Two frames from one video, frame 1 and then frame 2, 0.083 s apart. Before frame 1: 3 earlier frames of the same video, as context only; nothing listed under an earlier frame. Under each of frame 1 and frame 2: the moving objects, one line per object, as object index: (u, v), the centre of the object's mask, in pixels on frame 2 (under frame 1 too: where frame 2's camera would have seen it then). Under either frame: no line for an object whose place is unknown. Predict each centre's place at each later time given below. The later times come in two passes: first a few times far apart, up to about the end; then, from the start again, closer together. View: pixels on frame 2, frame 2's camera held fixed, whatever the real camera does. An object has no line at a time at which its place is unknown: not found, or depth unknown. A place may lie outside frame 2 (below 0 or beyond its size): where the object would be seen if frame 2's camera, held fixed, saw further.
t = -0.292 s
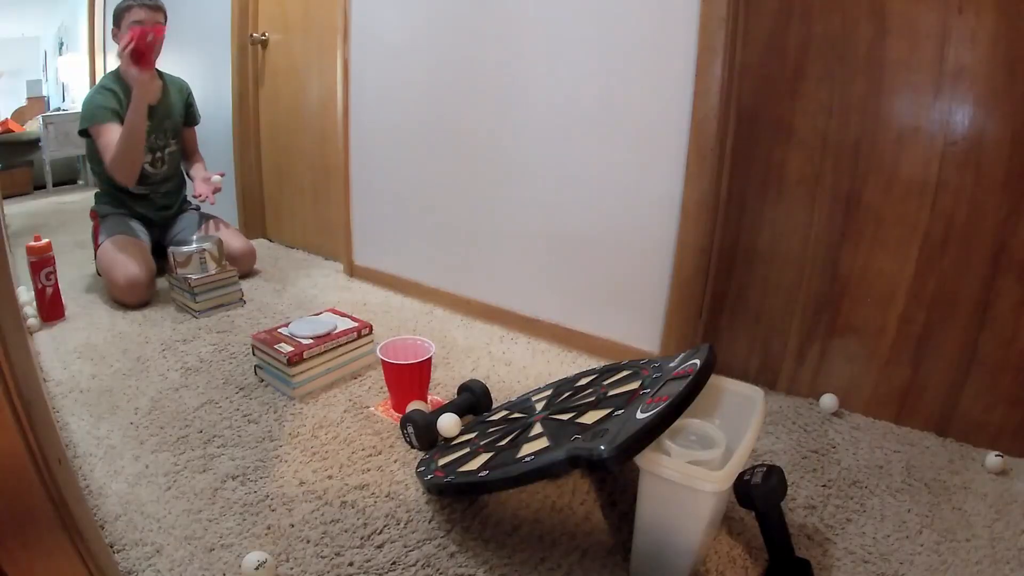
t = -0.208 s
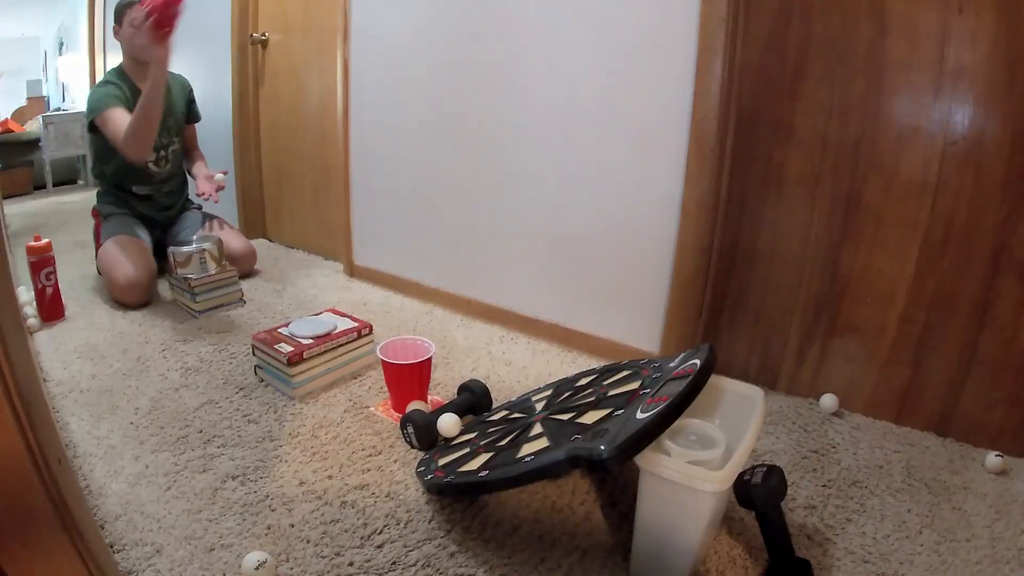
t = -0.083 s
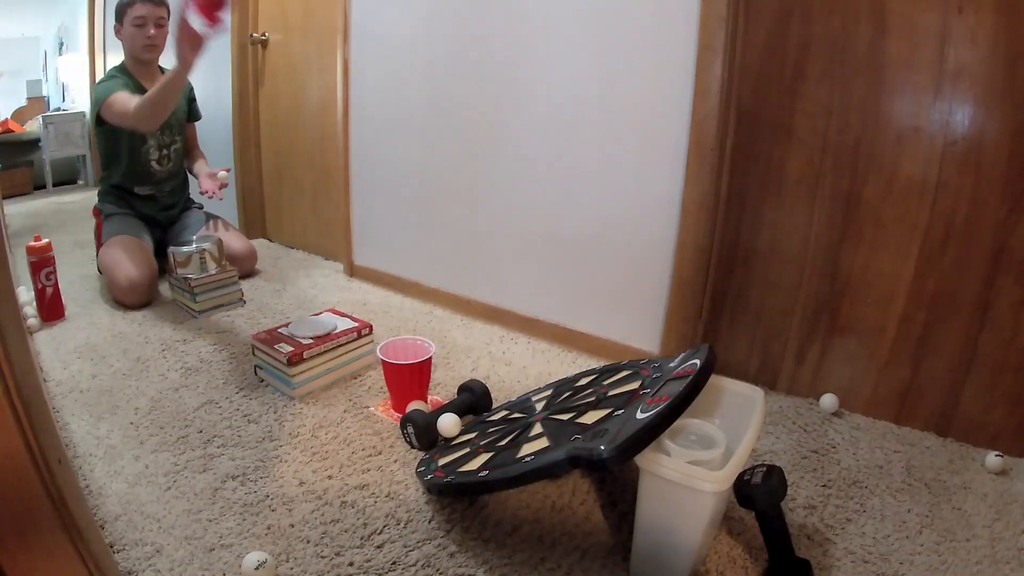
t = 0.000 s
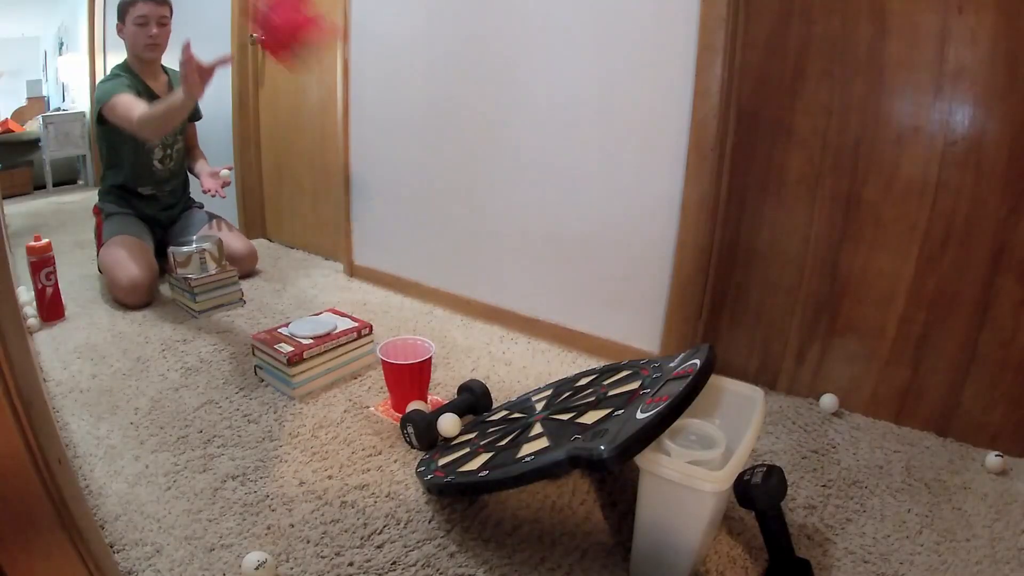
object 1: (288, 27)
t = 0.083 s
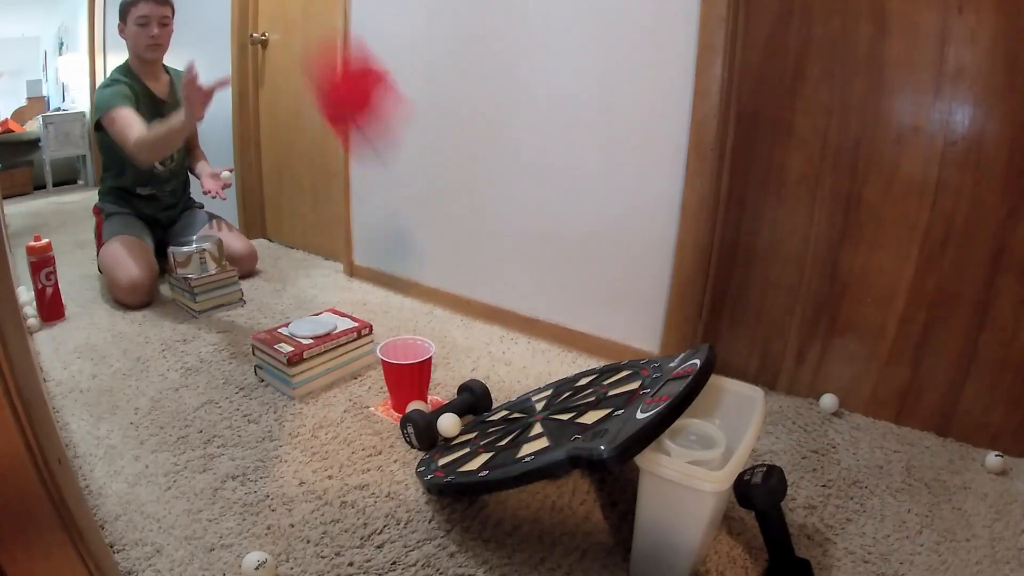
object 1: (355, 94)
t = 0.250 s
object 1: (534, 359)
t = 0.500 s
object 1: (497, 370)
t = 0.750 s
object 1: (494, 370)
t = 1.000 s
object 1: (495, 370)
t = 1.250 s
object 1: (495, 369)
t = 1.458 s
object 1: (496, 369)
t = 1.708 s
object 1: (496, 370)
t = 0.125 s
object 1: (447, 228)
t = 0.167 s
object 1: (493, 311)
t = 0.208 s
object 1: (530, 363)
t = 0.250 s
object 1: (534, 359)
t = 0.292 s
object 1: (524, 359)
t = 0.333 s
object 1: (511, 362)
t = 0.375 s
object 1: (502, 367)
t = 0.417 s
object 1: (495, 373)
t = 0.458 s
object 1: (492, 373)
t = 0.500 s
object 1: (497, 370)
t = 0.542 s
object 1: (500, 367)
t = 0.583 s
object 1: (502, 365)
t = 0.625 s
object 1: (499, 368)
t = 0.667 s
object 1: (495, 369)
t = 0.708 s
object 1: (494, 370)
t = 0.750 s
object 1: (494, 370)
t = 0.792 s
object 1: (497, 369)
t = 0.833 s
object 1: (498, 368)
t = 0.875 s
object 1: (498, 368)
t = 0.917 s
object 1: (497, 369)
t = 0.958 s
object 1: (495, 370)
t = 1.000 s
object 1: (495, 370)
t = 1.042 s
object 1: (496, 370)
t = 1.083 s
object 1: (496, 369)
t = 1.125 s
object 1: (497, 368)
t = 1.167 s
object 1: (496, 369)
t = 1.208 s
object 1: (496, 369)
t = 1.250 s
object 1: (495, 369)
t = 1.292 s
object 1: (495, 370)
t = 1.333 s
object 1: (496, 369)
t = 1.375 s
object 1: (496, 369)
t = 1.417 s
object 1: (496, 369)
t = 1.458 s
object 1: (496, 369)
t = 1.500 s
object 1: (495, 369)
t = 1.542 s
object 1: (495, 369)
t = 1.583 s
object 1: (495, 370)
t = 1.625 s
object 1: (496, 370)
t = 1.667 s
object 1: (495, 369)
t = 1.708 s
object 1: (496, 370)
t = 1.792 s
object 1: (495, 369)
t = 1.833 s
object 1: (495, 370)
